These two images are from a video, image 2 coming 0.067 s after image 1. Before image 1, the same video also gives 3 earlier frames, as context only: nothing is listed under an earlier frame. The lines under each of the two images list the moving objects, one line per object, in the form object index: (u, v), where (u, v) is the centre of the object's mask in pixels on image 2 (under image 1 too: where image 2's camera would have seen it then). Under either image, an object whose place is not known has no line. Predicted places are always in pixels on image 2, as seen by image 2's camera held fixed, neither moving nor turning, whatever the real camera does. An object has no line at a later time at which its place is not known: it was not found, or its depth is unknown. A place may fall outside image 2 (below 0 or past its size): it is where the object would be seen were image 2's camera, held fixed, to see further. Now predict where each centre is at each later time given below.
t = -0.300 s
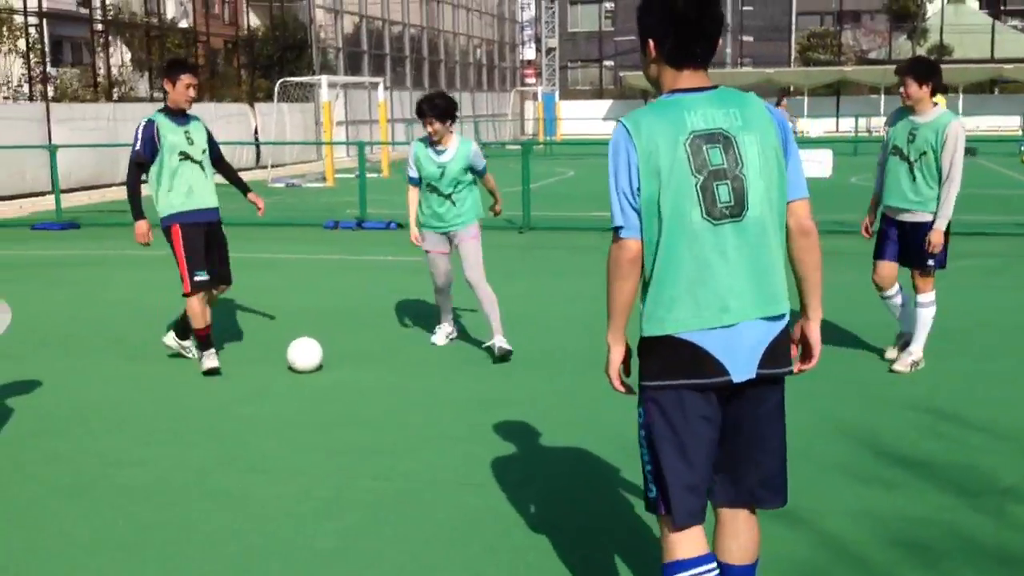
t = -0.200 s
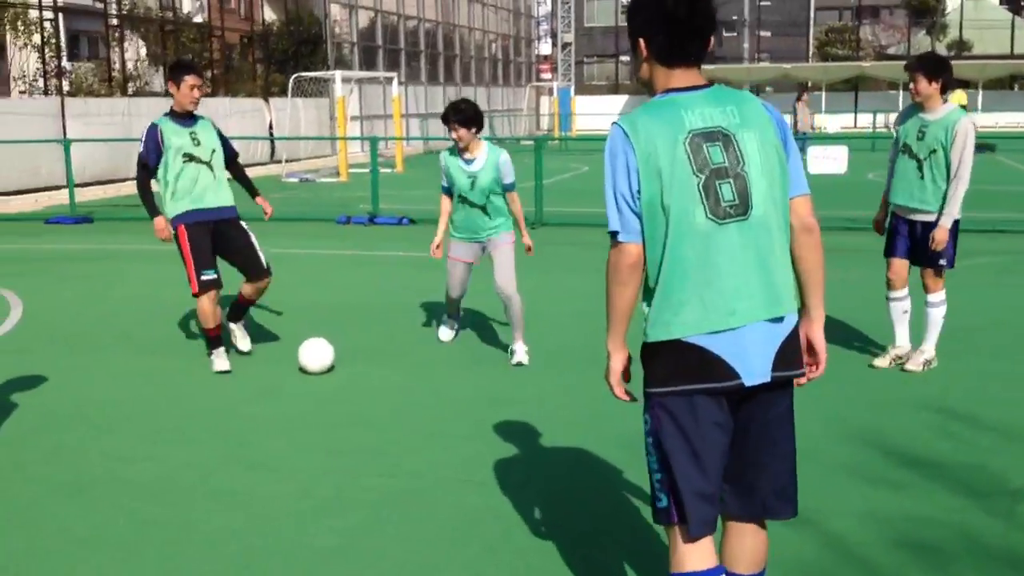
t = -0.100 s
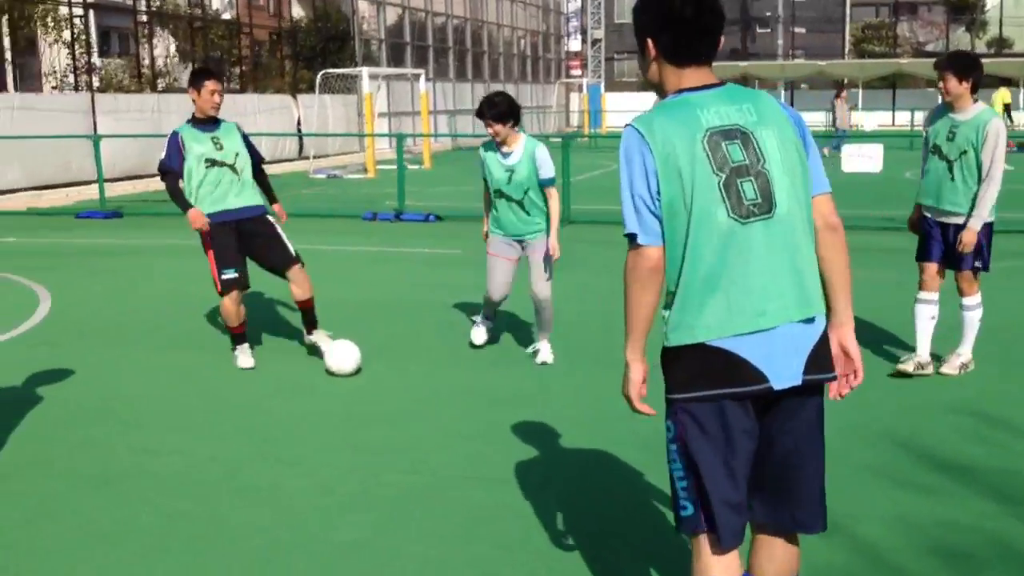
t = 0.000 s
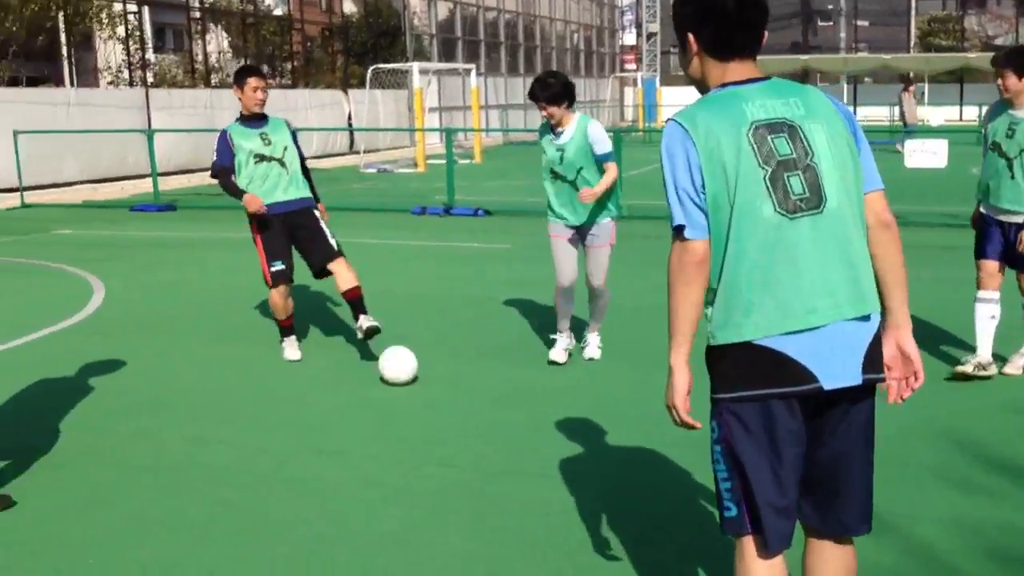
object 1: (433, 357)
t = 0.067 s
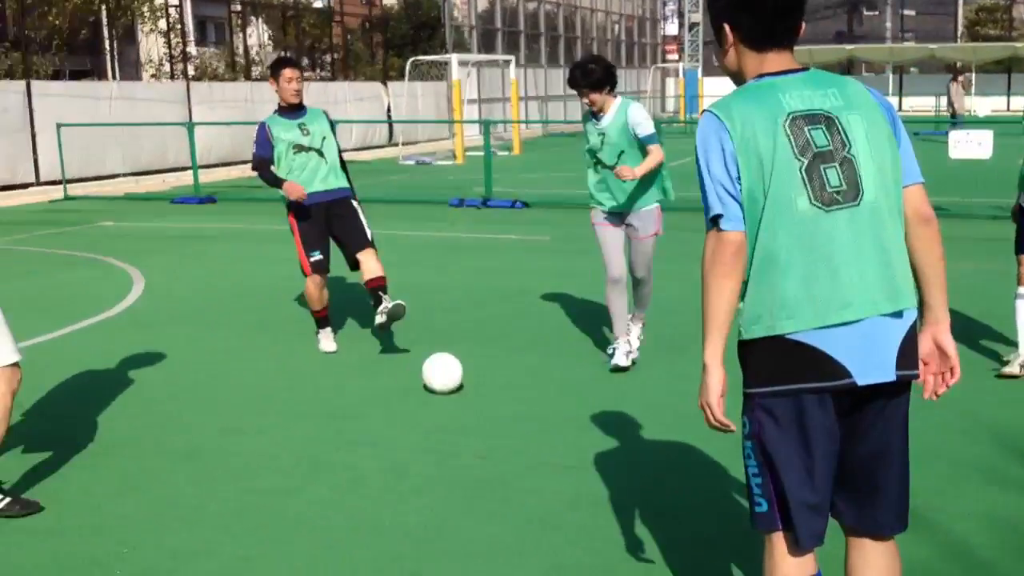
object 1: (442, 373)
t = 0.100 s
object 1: (447, 381)
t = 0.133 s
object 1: (451, 389)
